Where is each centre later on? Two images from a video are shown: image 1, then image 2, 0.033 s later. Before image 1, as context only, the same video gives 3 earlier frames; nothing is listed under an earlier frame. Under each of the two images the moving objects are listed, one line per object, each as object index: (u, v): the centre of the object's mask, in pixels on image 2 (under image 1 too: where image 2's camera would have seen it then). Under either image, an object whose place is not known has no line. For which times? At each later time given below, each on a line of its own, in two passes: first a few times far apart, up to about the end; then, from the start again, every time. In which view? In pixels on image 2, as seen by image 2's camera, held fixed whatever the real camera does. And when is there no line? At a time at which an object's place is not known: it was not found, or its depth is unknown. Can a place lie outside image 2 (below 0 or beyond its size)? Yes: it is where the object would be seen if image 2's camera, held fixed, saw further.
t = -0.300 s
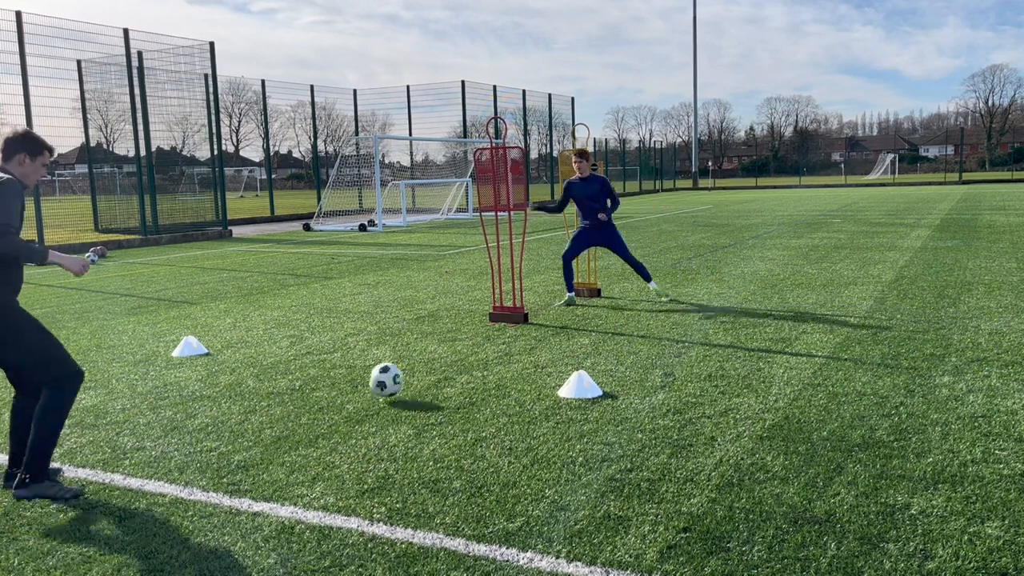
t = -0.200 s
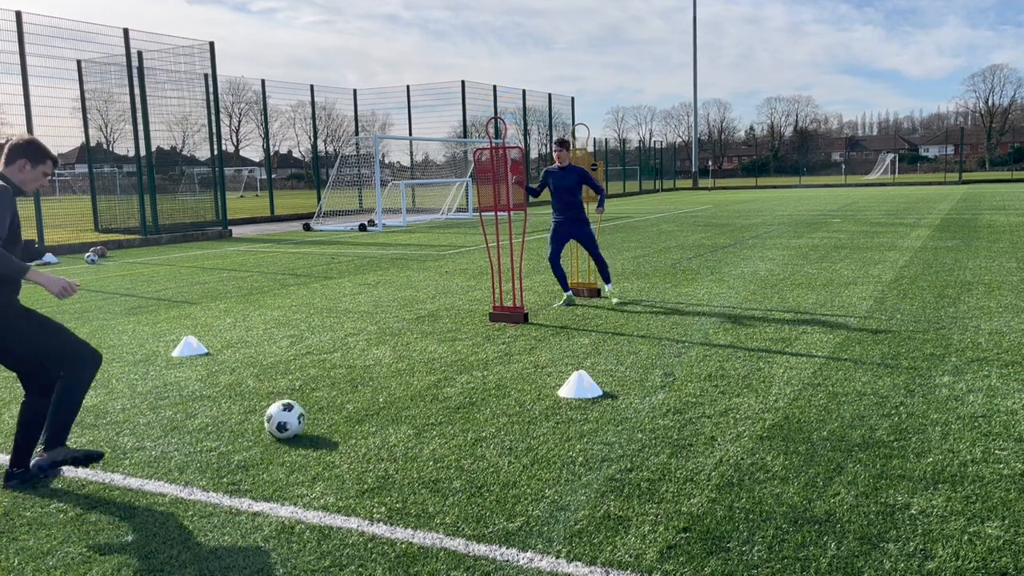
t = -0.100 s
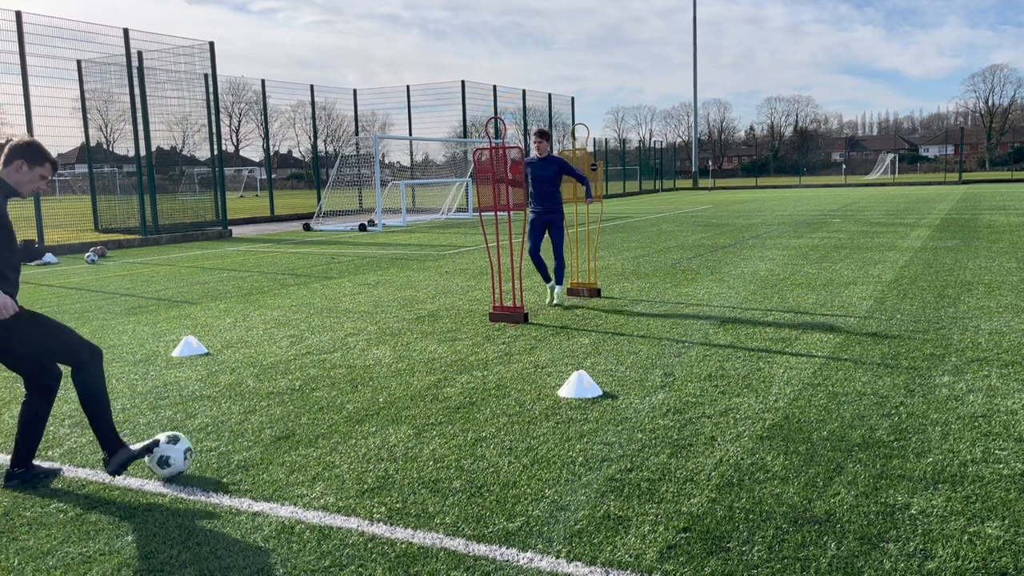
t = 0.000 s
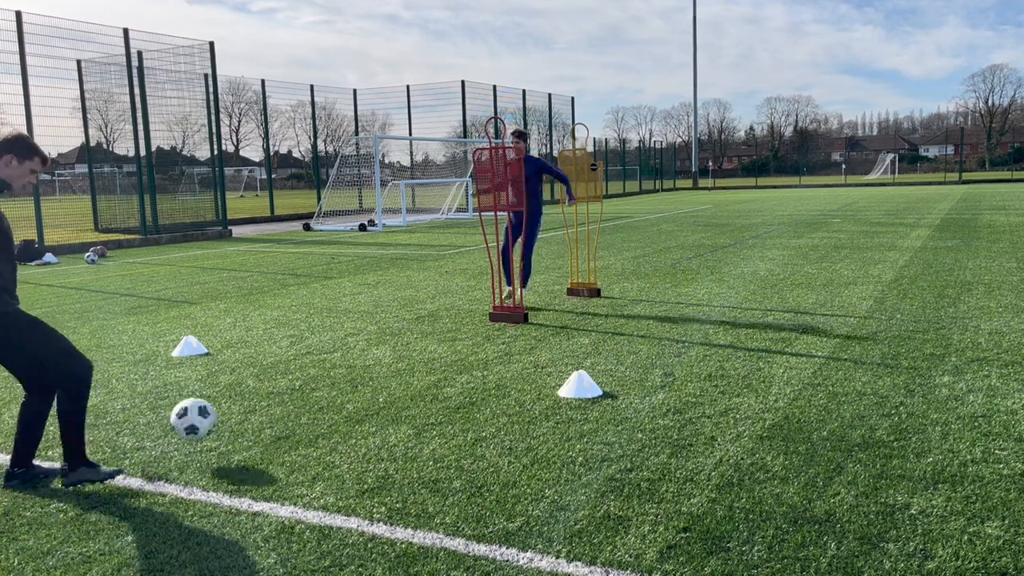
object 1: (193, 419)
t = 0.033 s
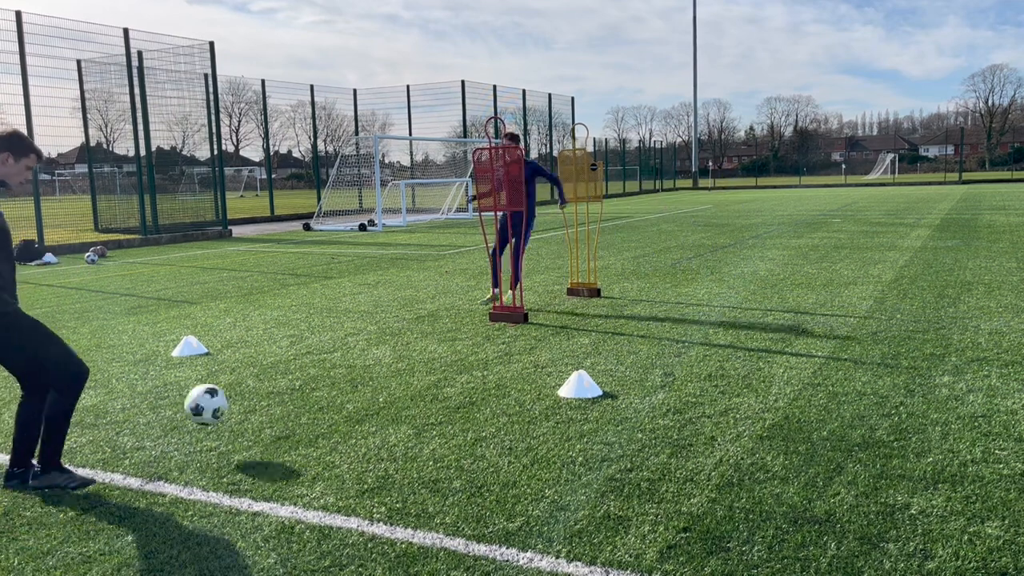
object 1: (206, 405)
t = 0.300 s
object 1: (298, 374)
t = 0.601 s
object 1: (372, 343)
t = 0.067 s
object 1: (220, 392)
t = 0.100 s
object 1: (231, 384)
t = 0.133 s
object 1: (244, 378)
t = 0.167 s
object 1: (256, 373)
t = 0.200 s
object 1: (267, 370)
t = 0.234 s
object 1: (278, 370)
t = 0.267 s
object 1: (289, 371)
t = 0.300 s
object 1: (298, 374)
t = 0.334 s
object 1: (308, 378)
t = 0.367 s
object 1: (317, 383)
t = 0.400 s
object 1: (326, 372)
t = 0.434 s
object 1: (334, 363)
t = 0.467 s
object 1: (342, 356)
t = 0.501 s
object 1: (350, 349)
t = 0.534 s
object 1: (357, 345)
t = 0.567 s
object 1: (365, 343)
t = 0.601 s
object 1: (372, 343)
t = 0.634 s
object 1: (379, 344)
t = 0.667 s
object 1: (386, 347)
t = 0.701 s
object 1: (392, 343)
